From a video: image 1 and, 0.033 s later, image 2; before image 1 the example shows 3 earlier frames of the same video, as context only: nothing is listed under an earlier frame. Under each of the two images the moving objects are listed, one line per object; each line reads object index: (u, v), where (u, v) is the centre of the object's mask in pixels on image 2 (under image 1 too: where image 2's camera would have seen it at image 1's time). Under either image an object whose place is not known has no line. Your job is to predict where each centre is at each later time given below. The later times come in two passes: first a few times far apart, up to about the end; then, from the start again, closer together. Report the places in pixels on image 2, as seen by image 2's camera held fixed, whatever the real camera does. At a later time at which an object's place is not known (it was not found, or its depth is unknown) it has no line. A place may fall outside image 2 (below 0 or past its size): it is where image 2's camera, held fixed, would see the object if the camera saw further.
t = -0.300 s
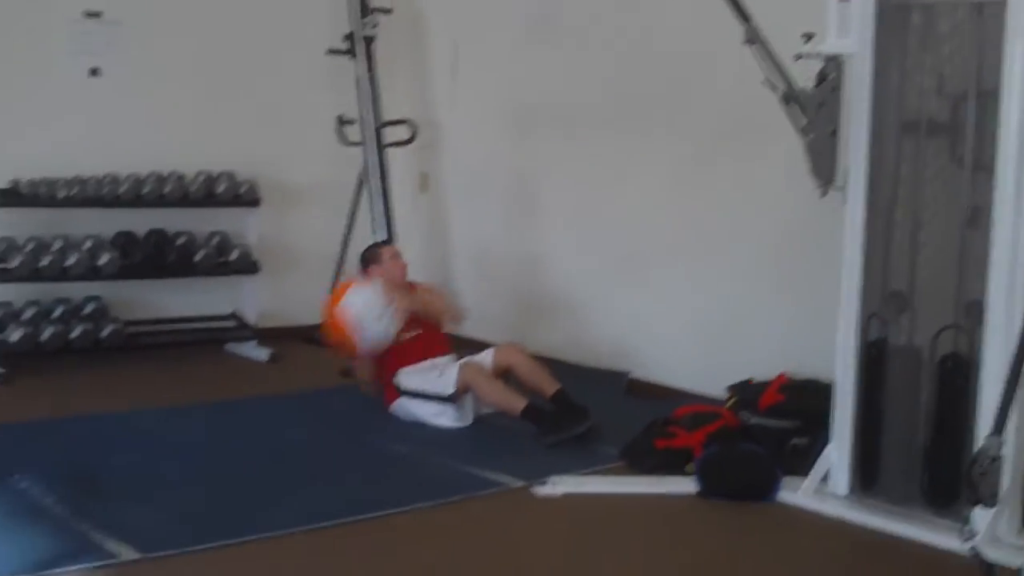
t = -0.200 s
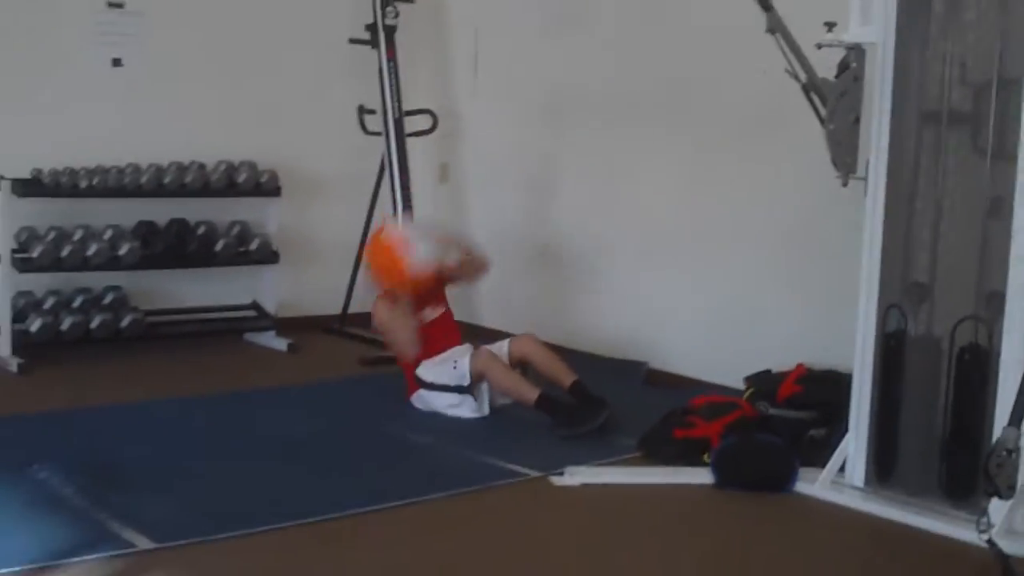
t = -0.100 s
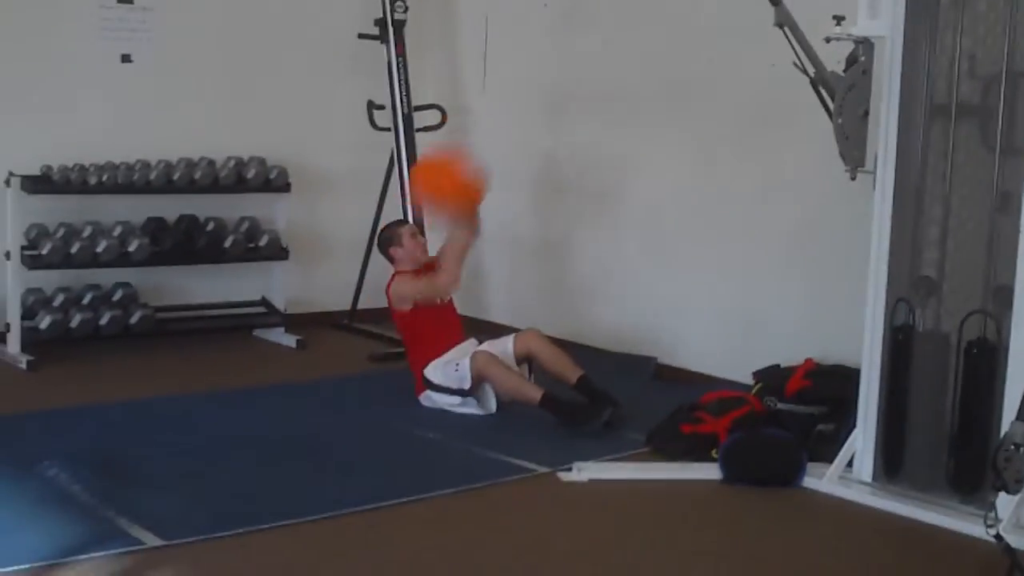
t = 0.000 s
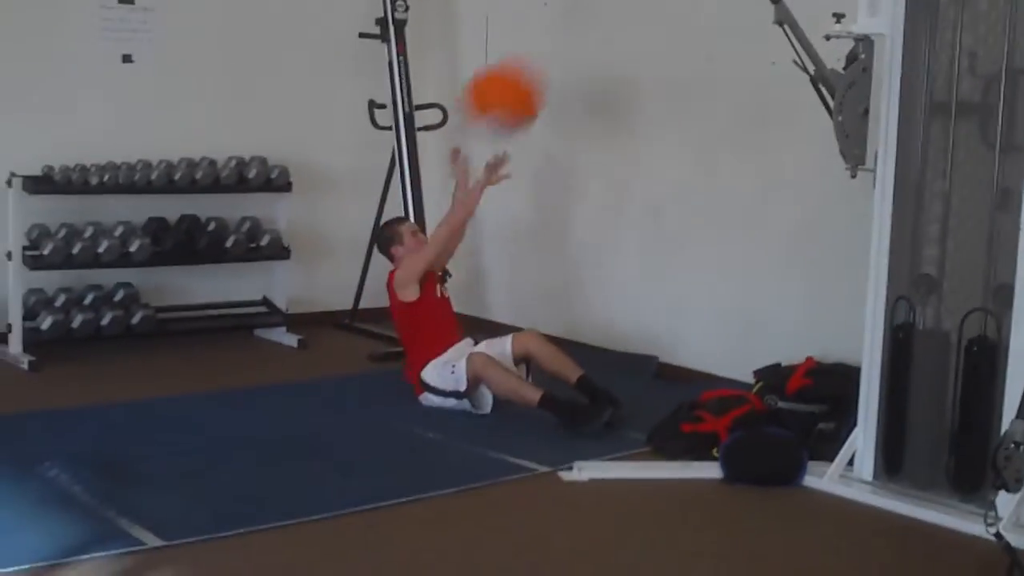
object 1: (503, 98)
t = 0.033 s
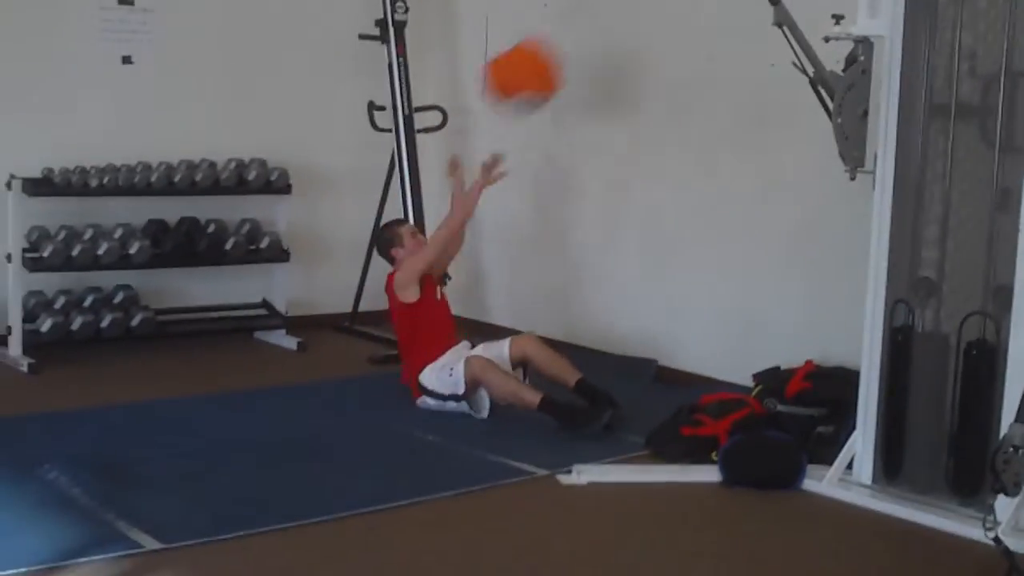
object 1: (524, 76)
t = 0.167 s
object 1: (596, 6)
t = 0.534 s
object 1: (589, 26)
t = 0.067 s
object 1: (542, 55)
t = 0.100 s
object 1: (563, 35)
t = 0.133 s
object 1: (582, 20)
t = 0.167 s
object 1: (596, 6)
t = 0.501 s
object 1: (598, 9)
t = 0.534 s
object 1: (589, 26)
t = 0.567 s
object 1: (582, 42)
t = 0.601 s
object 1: (576, 61)
